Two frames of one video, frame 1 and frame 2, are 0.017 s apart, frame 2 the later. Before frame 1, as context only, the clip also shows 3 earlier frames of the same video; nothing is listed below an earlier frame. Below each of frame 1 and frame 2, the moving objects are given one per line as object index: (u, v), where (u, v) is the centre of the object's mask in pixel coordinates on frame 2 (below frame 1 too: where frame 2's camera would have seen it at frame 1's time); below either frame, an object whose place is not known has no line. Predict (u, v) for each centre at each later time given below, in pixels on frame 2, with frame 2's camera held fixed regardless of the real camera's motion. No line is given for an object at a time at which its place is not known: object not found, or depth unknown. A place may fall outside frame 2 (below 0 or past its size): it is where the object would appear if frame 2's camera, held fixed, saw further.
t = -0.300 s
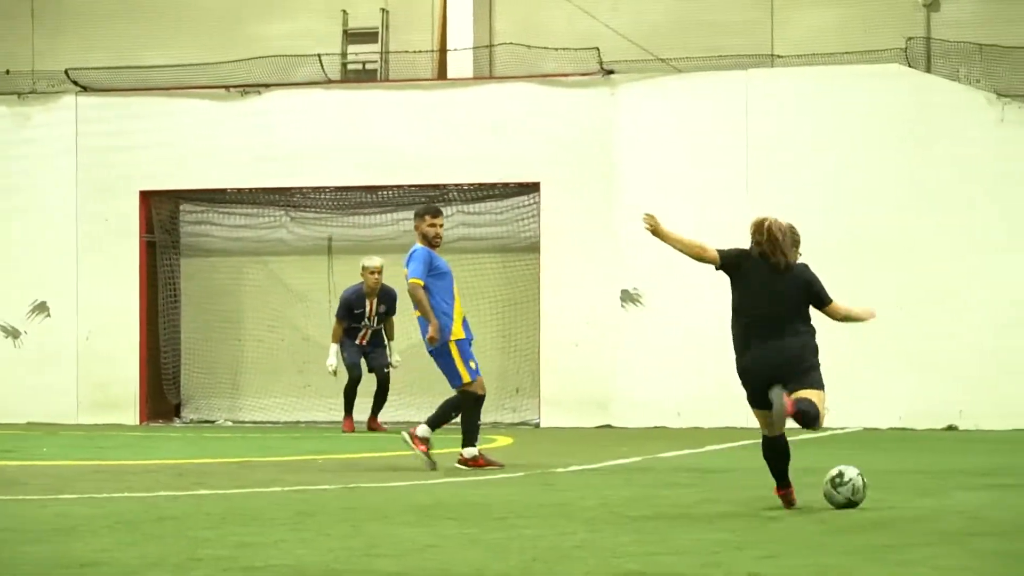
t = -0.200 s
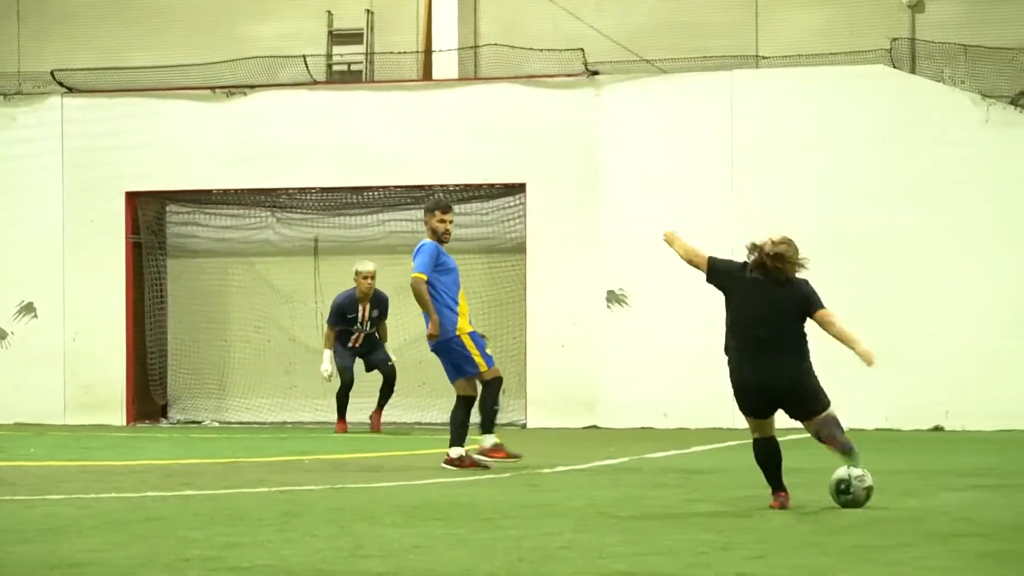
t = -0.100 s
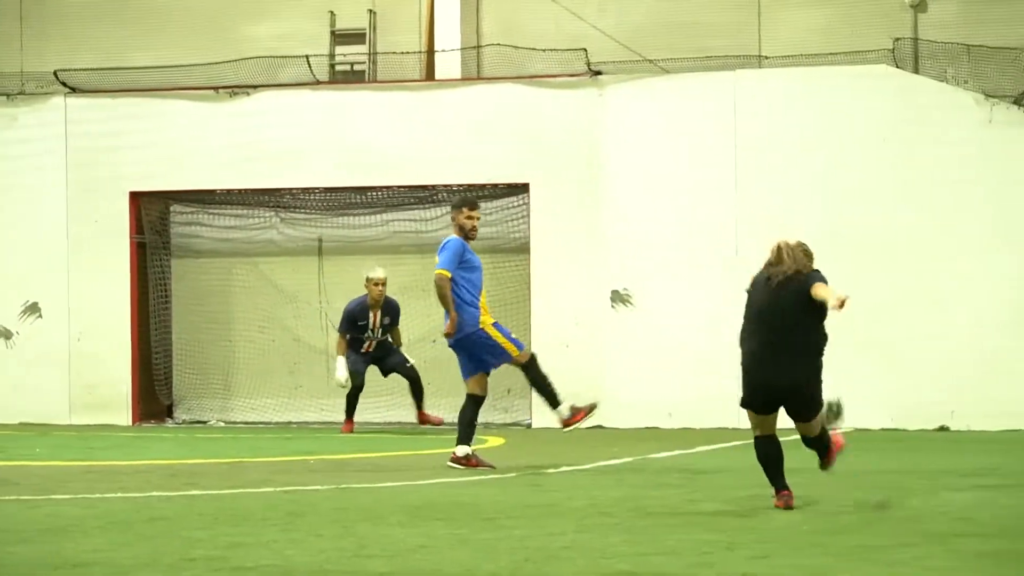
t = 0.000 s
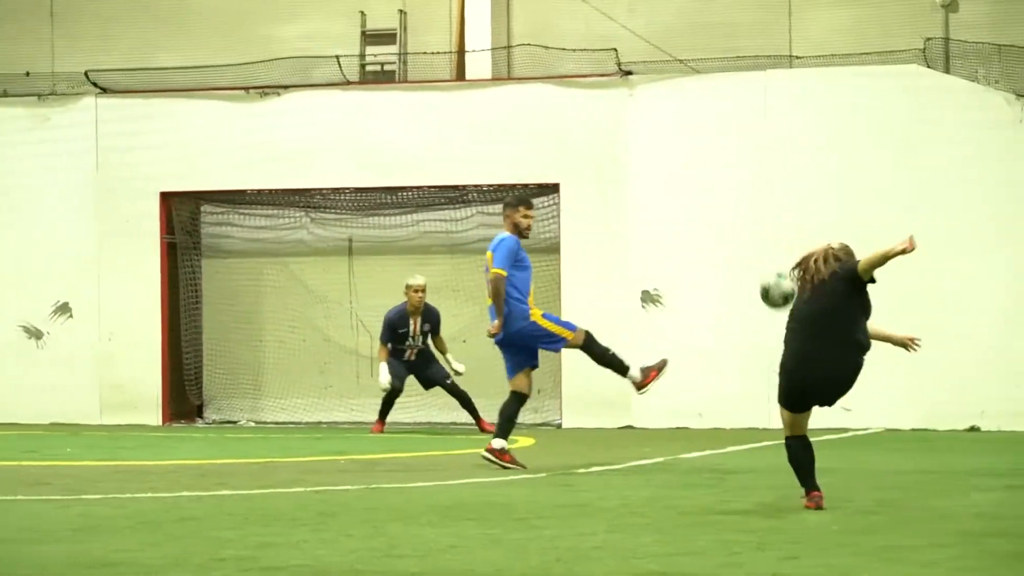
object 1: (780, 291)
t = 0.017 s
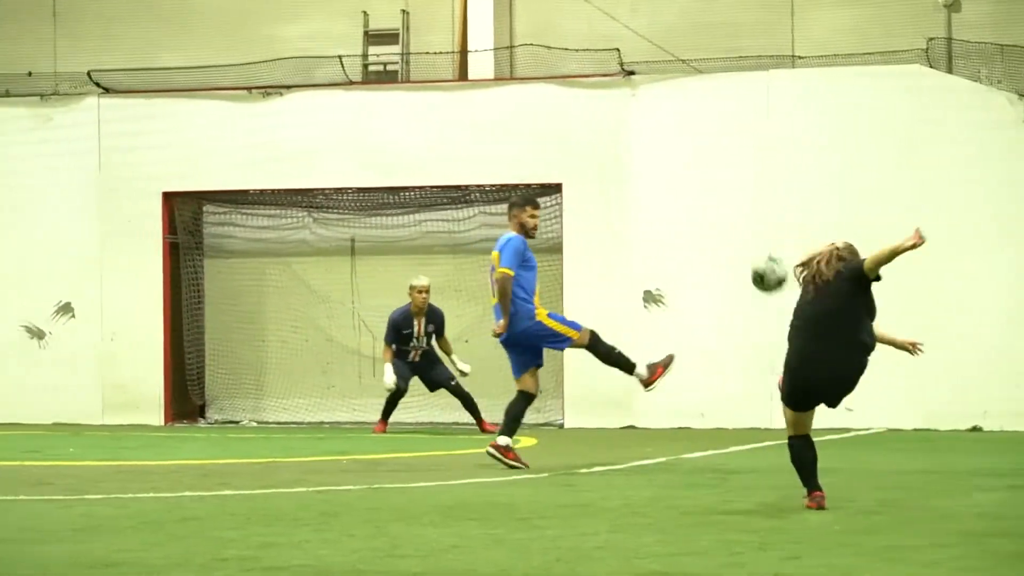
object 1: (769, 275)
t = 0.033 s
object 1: (758, 260)
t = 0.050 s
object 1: (746, 245)
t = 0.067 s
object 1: (735, 231)
